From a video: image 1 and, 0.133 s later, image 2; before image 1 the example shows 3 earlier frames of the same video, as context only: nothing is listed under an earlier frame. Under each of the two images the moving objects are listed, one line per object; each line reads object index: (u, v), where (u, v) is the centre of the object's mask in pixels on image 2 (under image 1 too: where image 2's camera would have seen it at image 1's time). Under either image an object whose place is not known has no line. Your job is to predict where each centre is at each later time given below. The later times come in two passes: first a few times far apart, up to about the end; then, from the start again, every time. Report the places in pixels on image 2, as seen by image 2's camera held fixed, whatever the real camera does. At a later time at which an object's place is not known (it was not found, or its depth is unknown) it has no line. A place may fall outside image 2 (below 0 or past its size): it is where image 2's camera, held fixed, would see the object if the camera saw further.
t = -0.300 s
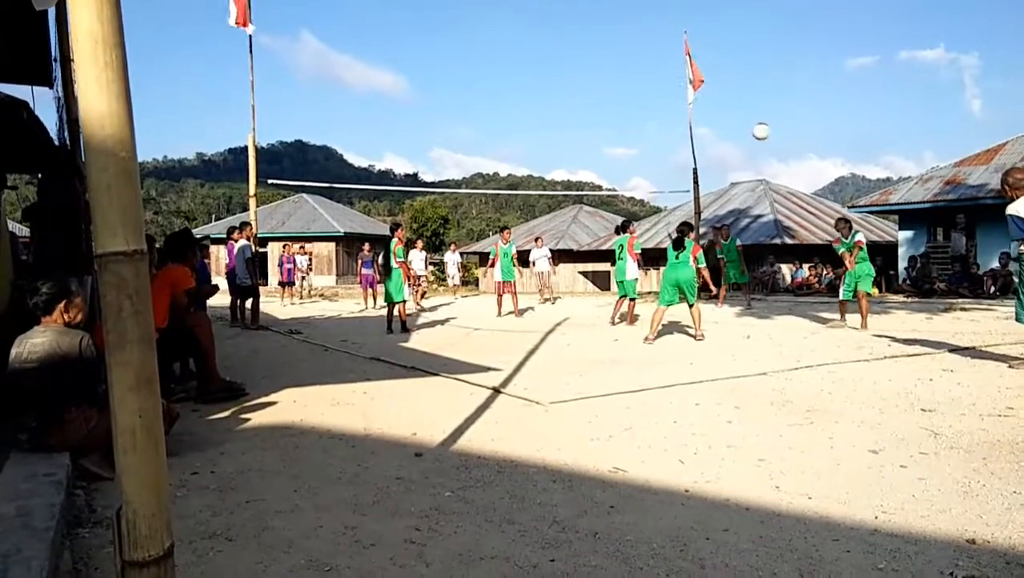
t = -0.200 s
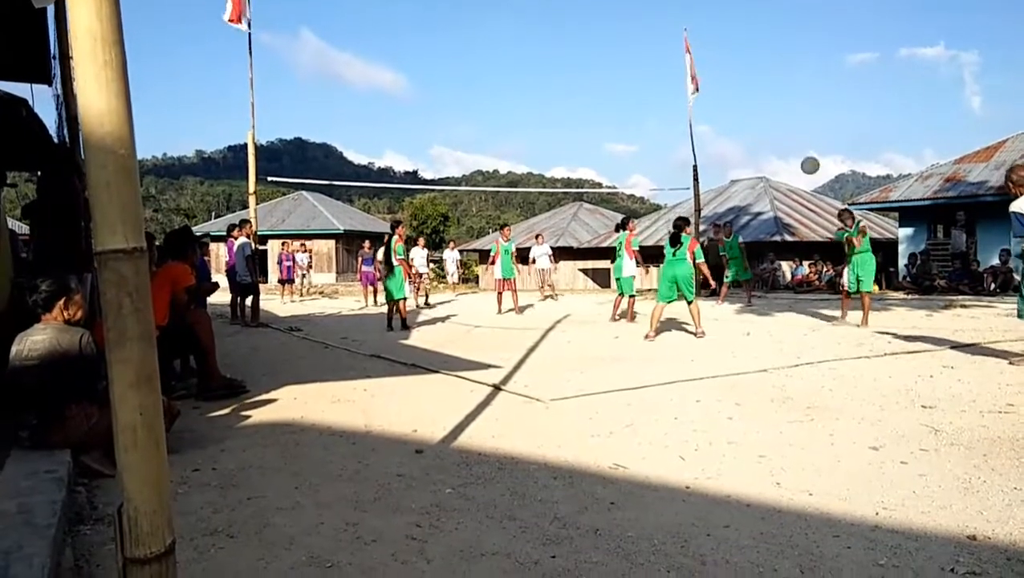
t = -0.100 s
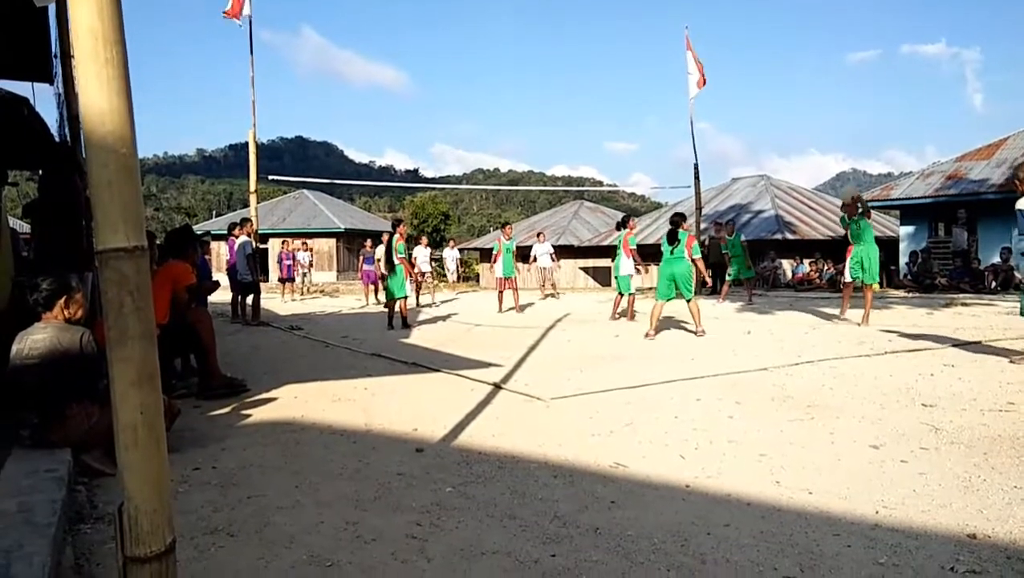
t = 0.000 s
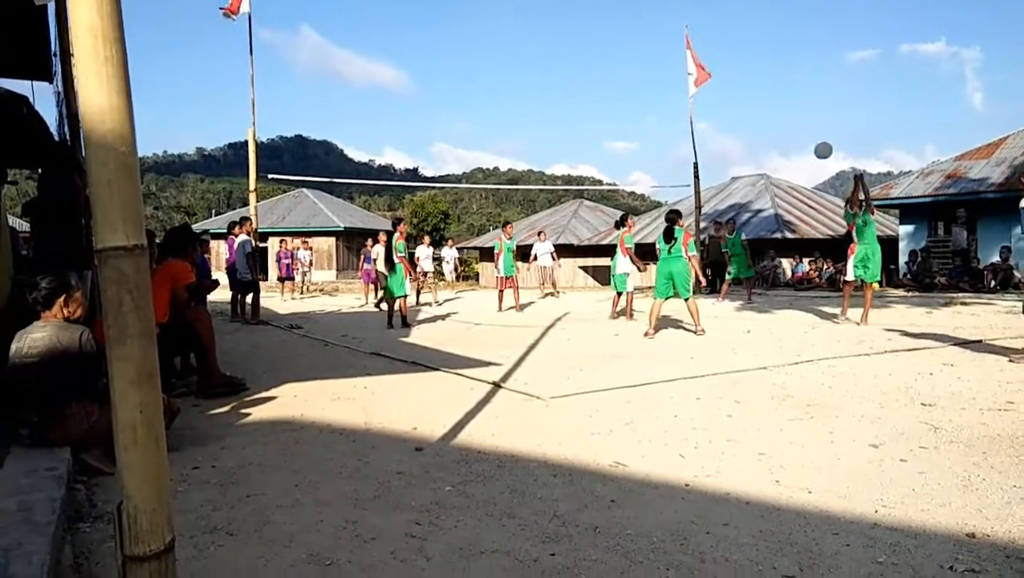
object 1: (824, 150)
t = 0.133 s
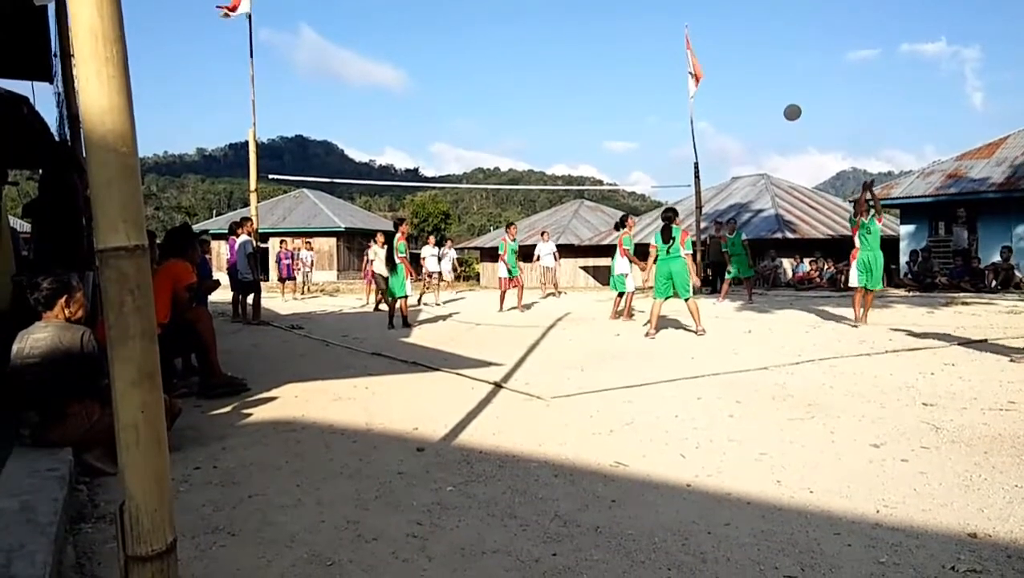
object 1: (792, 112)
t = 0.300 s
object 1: (758, 89)
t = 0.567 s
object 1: (713, 97)
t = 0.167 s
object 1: (785, 105)
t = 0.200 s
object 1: (778, 100)
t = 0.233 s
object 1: (771, 96)
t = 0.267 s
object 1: (764, 92)
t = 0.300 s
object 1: (758, 89)
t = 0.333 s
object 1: (751, 87)
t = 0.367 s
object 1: (745, 86)
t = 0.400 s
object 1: (739, 85)
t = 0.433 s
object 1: (734, 86)
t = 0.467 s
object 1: (728, 88)
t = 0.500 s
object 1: (723, 90)
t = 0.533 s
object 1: (718, 94)
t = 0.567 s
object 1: (713, 97)
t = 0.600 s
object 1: (708, 101)
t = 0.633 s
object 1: (703, 106)
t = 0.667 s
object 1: (698, 111)
